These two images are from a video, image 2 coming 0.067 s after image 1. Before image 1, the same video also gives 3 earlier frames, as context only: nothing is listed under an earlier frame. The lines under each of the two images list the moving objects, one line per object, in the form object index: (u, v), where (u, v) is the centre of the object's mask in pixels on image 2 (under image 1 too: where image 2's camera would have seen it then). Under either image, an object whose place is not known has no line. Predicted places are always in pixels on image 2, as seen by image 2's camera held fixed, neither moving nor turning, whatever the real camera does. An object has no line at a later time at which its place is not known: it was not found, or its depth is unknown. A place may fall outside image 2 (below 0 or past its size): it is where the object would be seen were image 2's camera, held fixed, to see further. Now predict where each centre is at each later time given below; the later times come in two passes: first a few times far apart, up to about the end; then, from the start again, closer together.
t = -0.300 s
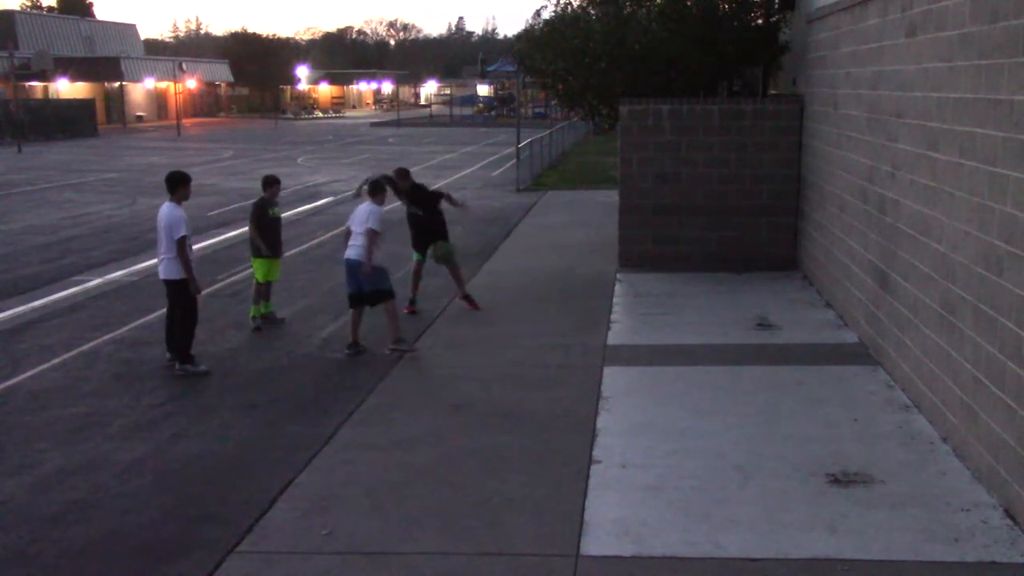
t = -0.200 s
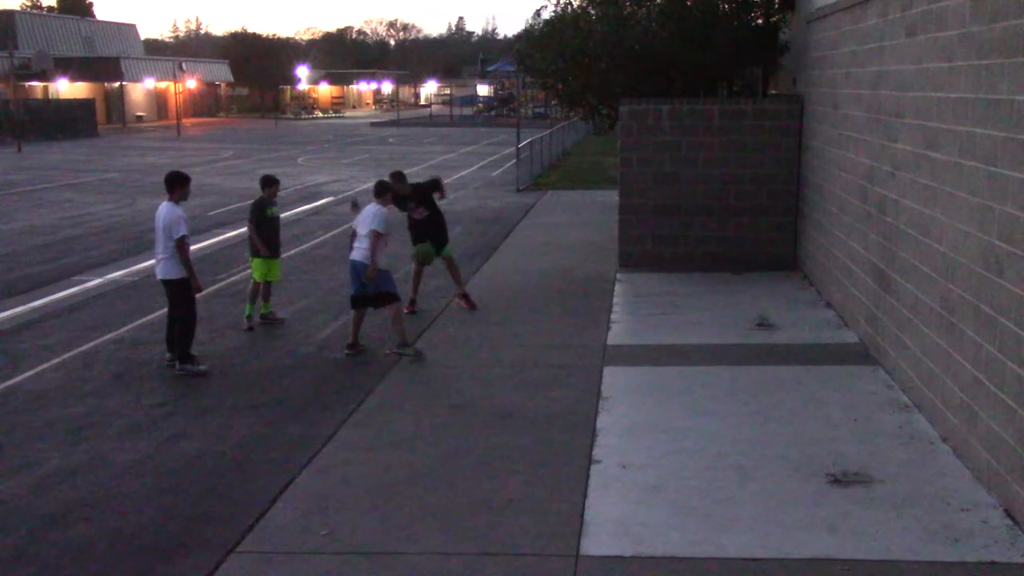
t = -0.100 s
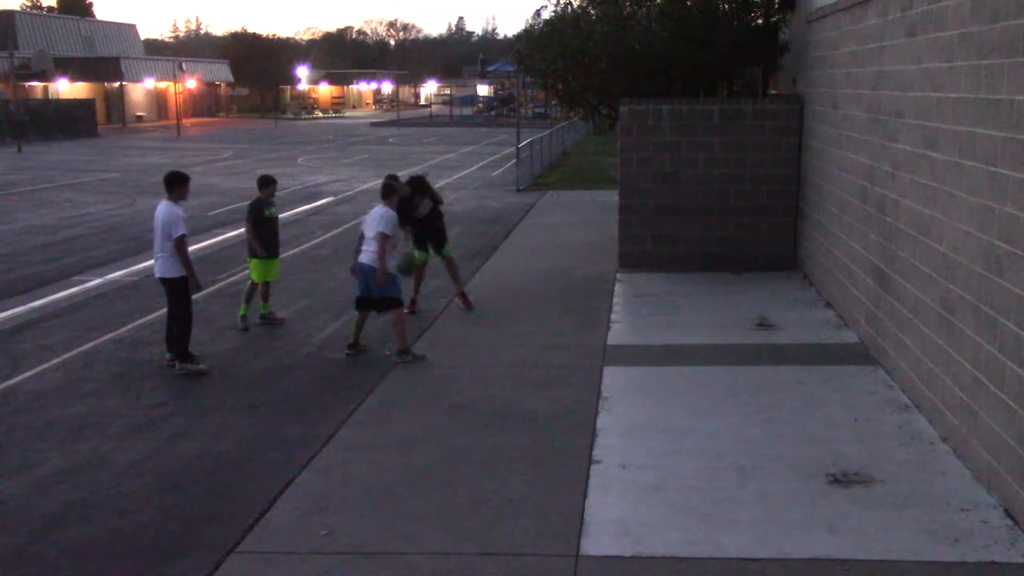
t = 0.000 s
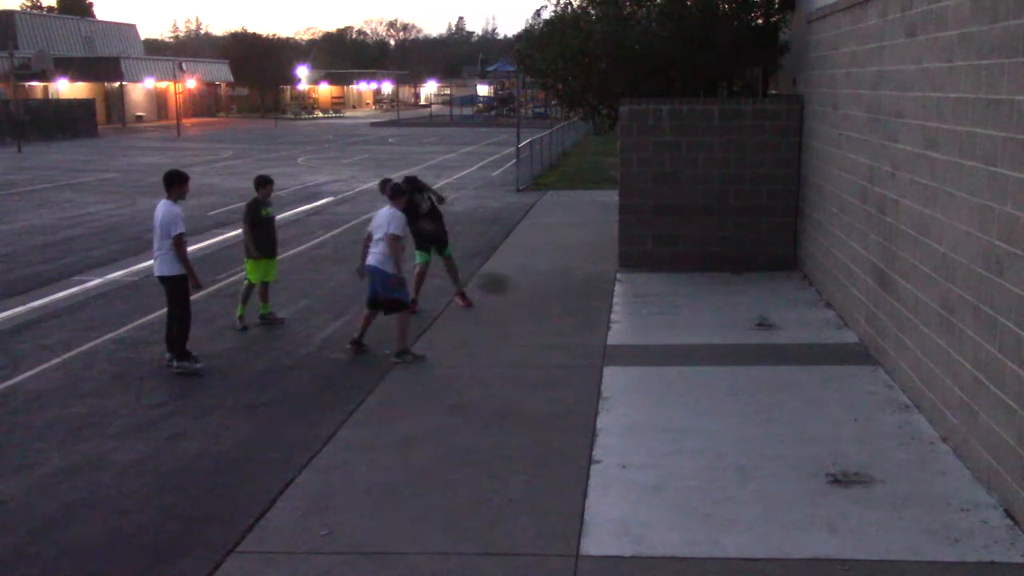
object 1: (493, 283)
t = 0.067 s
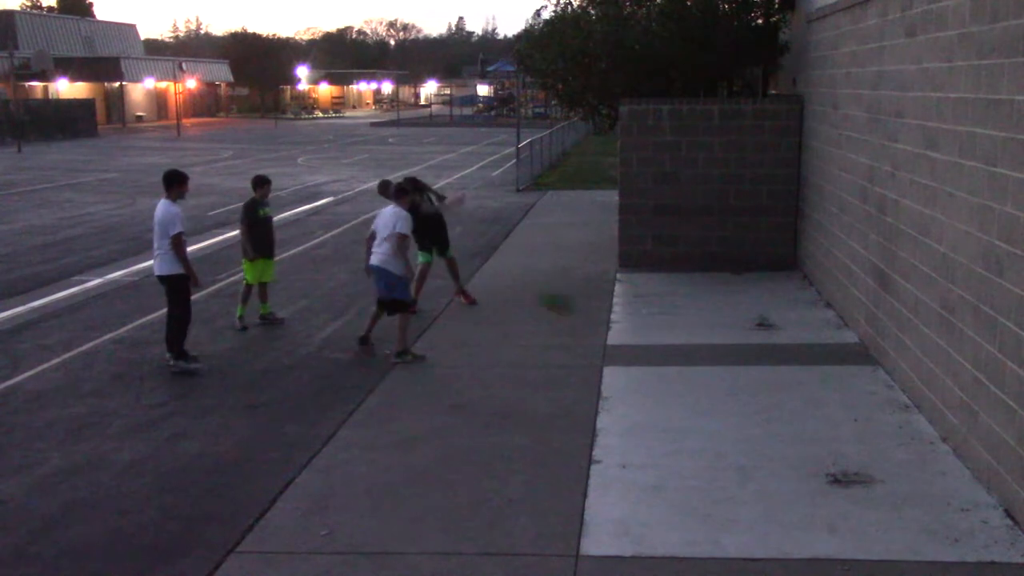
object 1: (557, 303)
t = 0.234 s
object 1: (690, 315)
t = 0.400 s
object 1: (804, 310)
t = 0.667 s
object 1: (791, 317)
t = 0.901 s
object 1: (679, 355)
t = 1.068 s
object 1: (638, 330)
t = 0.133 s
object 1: (625, 325)
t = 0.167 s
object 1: (647, 324)
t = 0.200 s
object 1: (669, 318)
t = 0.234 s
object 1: (690, 315)
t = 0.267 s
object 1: (711, 311)
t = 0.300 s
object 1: (734, 309)
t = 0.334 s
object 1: (757, 311)
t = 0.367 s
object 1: (778, 311)
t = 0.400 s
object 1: (804, 310)
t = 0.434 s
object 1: (831, 317)
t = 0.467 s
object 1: (848, 320)
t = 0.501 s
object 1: (870, 324)
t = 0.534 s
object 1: (858, 319)
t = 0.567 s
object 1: (843, 318)
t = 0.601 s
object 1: (826, 316)
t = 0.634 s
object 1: (808, 315)
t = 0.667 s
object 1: (791, 317)
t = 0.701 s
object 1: (774, 320)
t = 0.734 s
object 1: (757, 323)
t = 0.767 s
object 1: (740, 329)
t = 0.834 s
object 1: (706, 344)
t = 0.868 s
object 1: (690, 354)
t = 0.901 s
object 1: (679, 355)
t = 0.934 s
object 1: (671, 348)
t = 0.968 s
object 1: (662, 341)
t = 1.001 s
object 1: (655, 336)
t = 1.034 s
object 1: (646, 332)
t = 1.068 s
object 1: (638, 330)
